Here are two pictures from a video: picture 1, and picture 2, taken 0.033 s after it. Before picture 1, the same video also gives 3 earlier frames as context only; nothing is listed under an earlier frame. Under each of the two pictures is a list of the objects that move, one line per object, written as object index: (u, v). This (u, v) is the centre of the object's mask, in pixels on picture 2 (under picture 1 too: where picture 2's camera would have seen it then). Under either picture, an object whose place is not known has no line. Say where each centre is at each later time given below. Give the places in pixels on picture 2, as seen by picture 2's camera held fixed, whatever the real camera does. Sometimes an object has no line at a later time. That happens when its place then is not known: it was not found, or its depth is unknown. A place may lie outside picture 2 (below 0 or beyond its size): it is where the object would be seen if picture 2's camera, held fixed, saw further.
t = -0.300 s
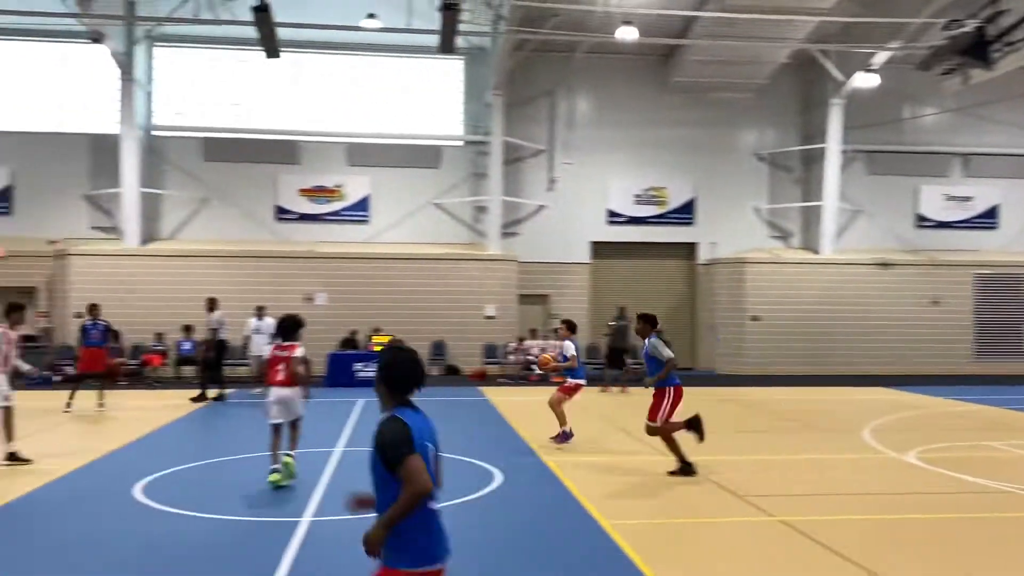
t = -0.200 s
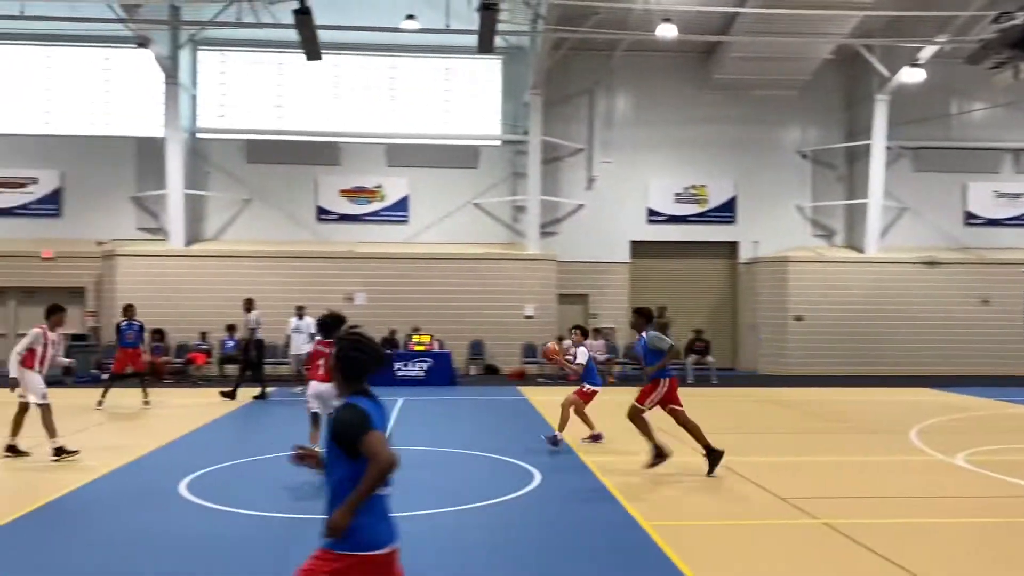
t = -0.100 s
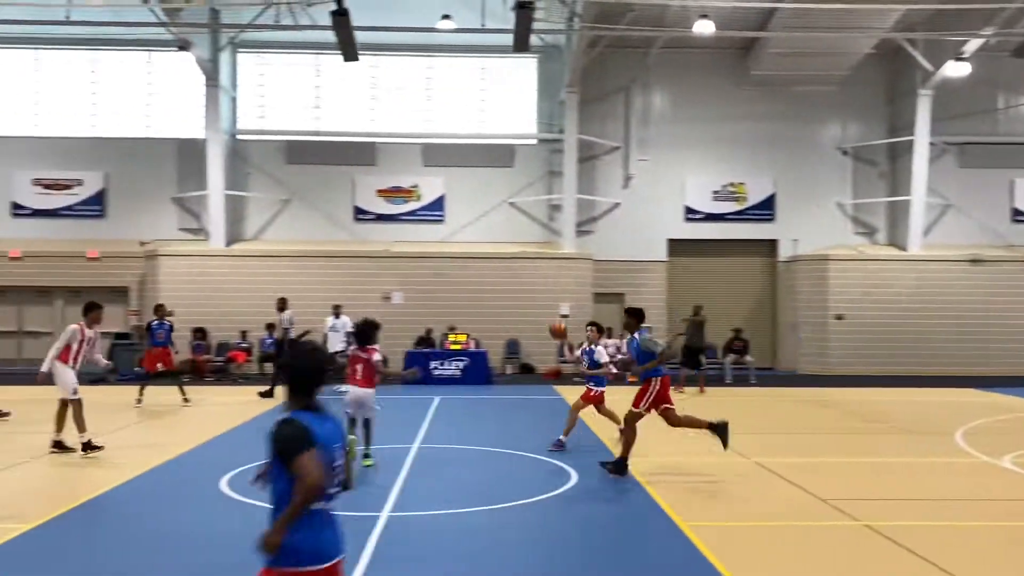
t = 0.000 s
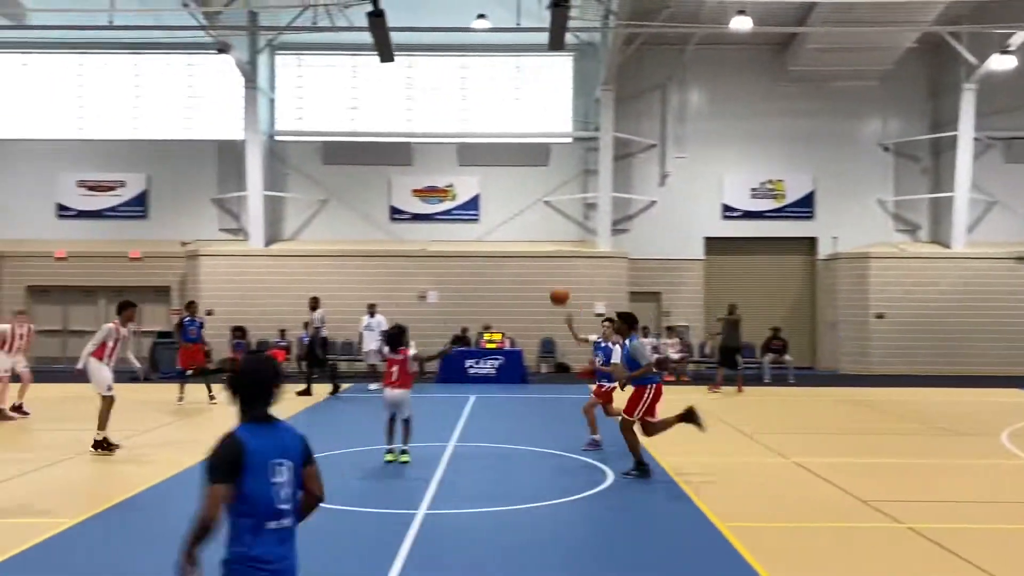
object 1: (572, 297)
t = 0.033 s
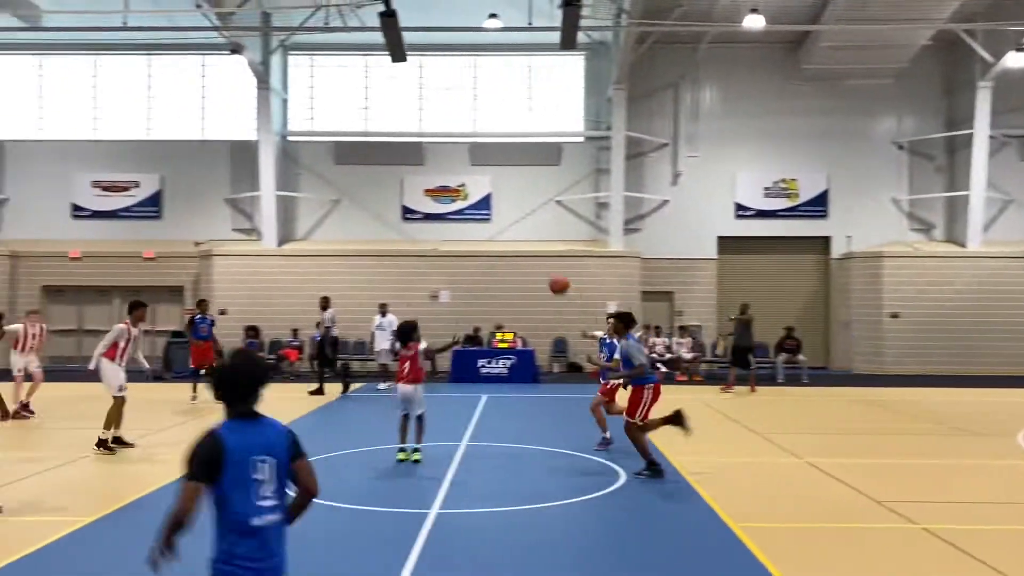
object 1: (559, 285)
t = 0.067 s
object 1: (545, 275)
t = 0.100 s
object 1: (530, 265)
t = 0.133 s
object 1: (514, 256)
